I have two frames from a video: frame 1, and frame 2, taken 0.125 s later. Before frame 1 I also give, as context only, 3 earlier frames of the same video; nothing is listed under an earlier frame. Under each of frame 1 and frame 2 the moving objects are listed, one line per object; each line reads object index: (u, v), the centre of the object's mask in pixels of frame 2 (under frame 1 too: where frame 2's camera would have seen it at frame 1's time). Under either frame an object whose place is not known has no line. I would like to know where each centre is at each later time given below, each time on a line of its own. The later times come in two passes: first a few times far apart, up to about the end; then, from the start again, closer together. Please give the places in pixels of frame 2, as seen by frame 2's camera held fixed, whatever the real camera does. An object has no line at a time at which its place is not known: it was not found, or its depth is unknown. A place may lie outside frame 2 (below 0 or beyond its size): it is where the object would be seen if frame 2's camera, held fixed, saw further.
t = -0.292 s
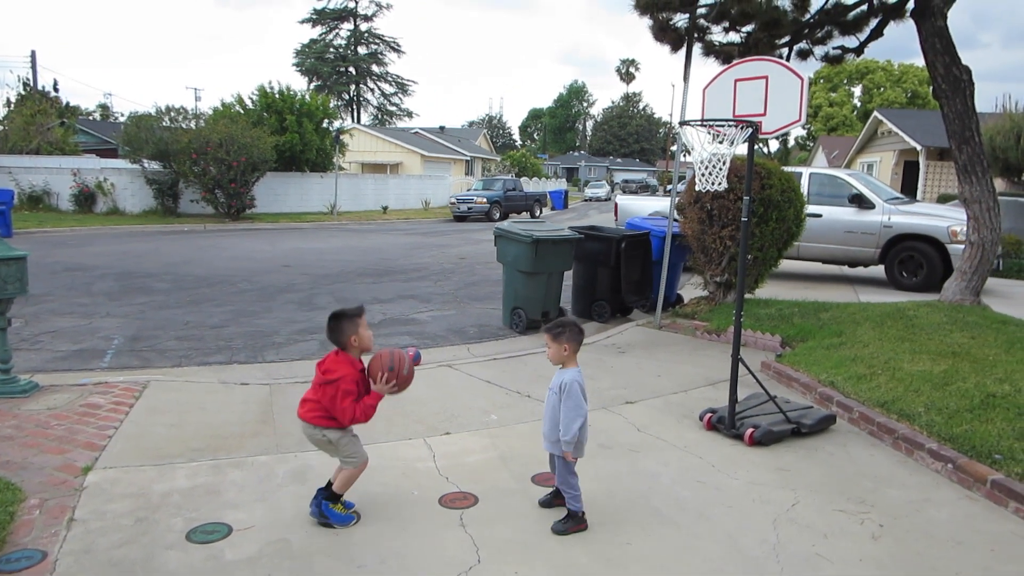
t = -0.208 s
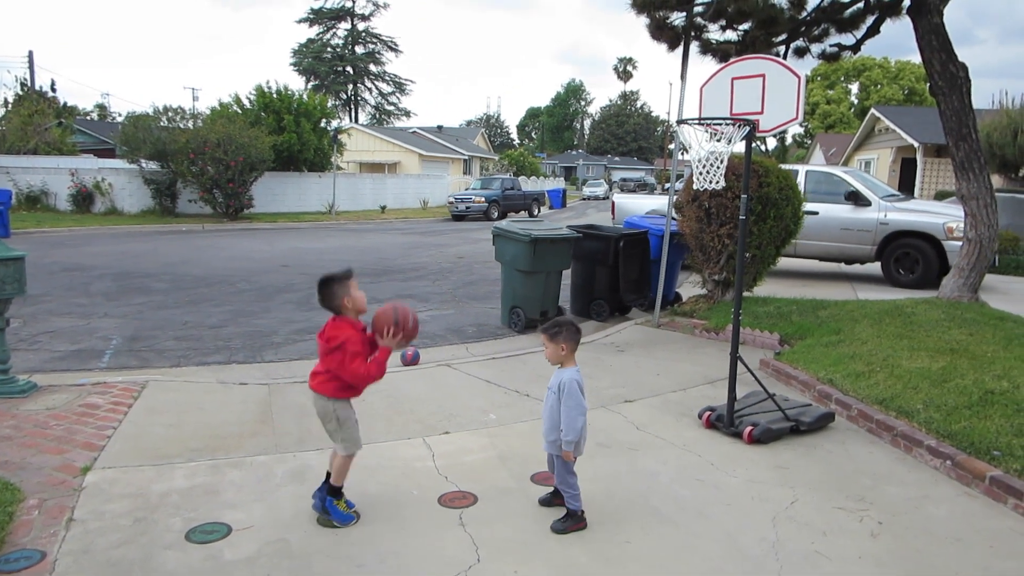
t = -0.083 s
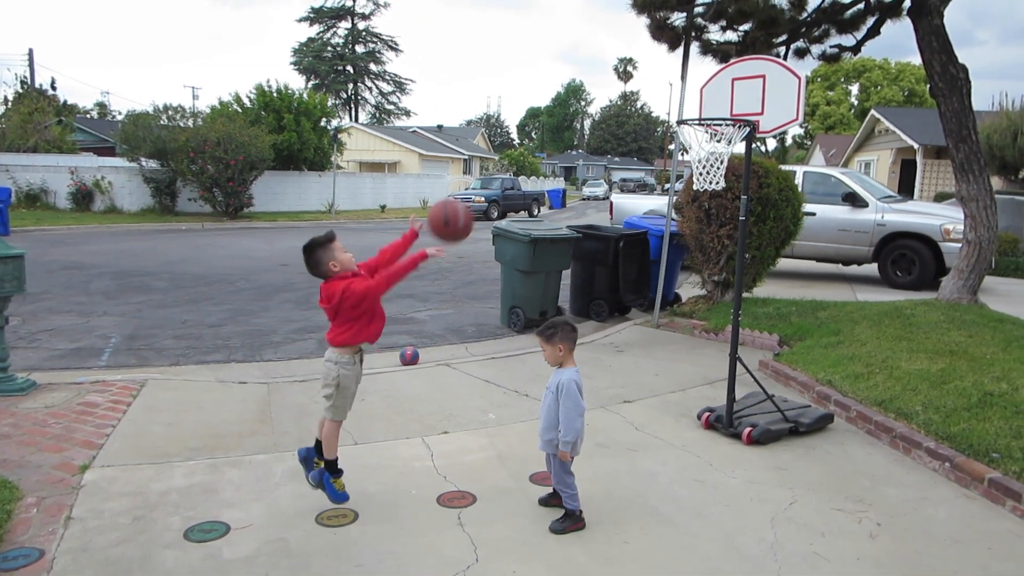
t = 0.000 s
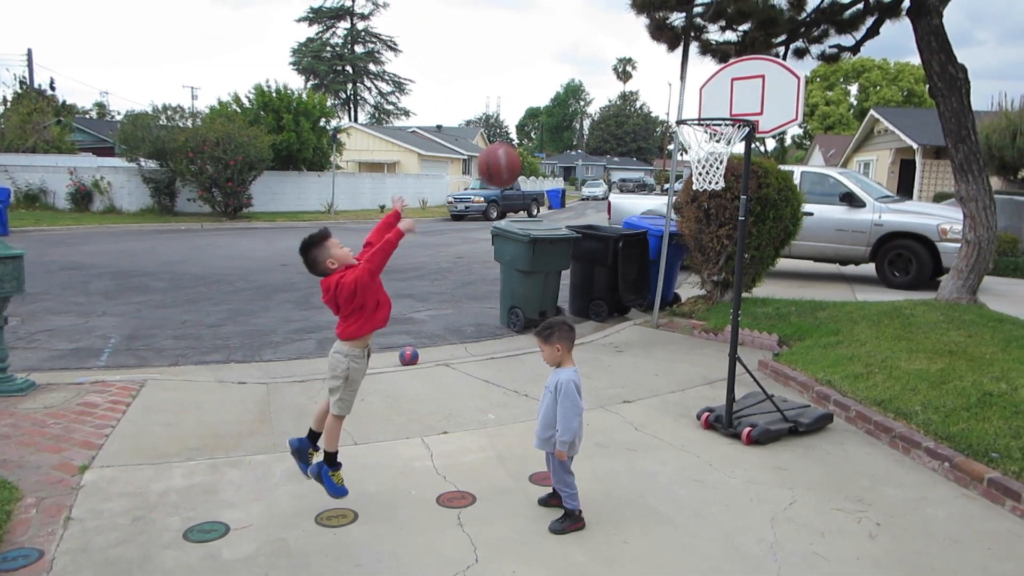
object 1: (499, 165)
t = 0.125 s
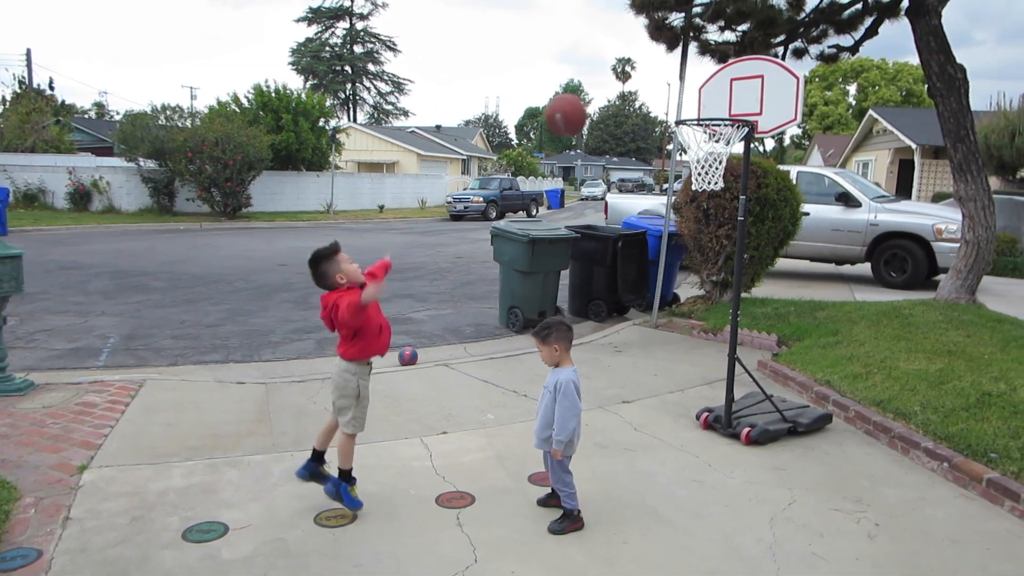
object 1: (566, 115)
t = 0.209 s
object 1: (607, 101)
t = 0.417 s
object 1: (658, 112)
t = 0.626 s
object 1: (599, 164)
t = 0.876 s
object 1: (516, 345)
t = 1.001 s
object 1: (479, 445)
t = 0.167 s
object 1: (586, 106)
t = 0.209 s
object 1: (607, 101)
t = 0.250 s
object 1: (625, 99)
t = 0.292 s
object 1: (643, 102)
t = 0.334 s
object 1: (661, 106)
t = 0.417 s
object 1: (658, 112)
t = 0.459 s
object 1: (646, 116)
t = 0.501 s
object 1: (635, 123)
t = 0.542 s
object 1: (623, 132)
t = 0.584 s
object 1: (611, 146)
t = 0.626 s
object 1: (599, 164)
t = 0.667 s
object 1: (586, 185)
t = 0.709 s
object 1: (572, 211)
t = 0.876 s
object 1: (516, 345)
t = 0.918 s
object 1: (502, 389)
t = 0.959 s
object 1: (489, 434)
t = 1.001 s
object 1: (479, 445)
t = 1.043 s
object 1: (472, 409)
